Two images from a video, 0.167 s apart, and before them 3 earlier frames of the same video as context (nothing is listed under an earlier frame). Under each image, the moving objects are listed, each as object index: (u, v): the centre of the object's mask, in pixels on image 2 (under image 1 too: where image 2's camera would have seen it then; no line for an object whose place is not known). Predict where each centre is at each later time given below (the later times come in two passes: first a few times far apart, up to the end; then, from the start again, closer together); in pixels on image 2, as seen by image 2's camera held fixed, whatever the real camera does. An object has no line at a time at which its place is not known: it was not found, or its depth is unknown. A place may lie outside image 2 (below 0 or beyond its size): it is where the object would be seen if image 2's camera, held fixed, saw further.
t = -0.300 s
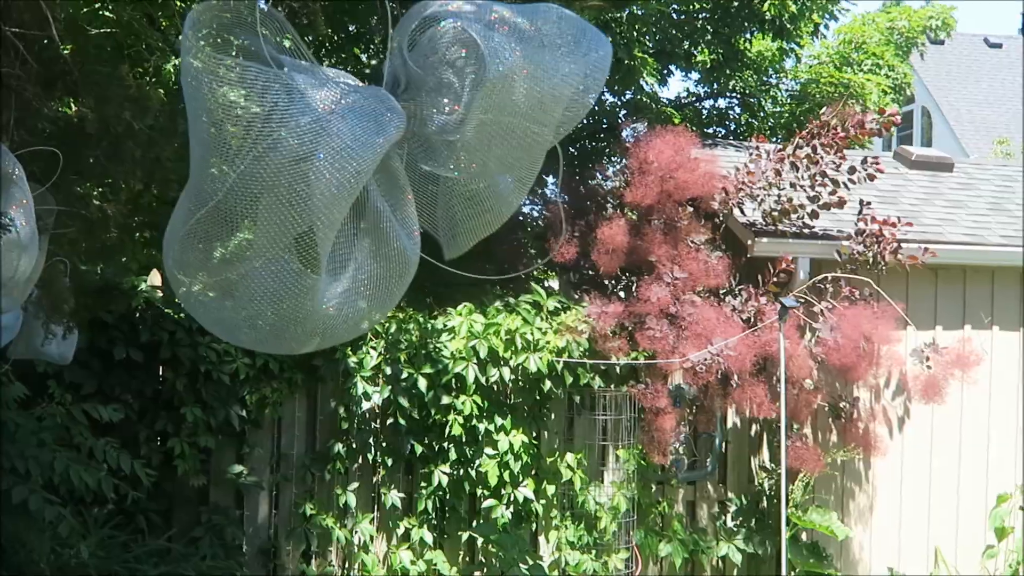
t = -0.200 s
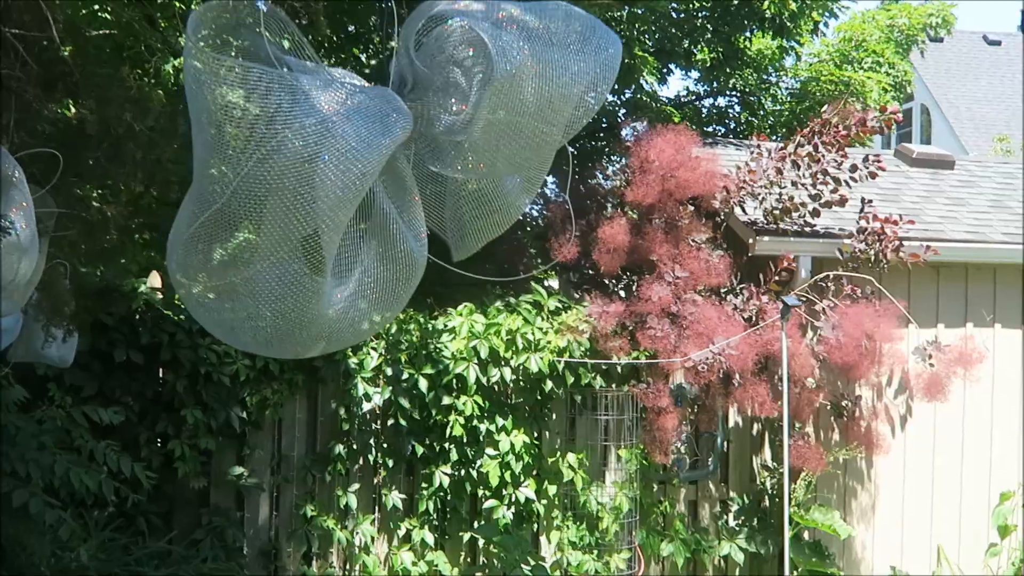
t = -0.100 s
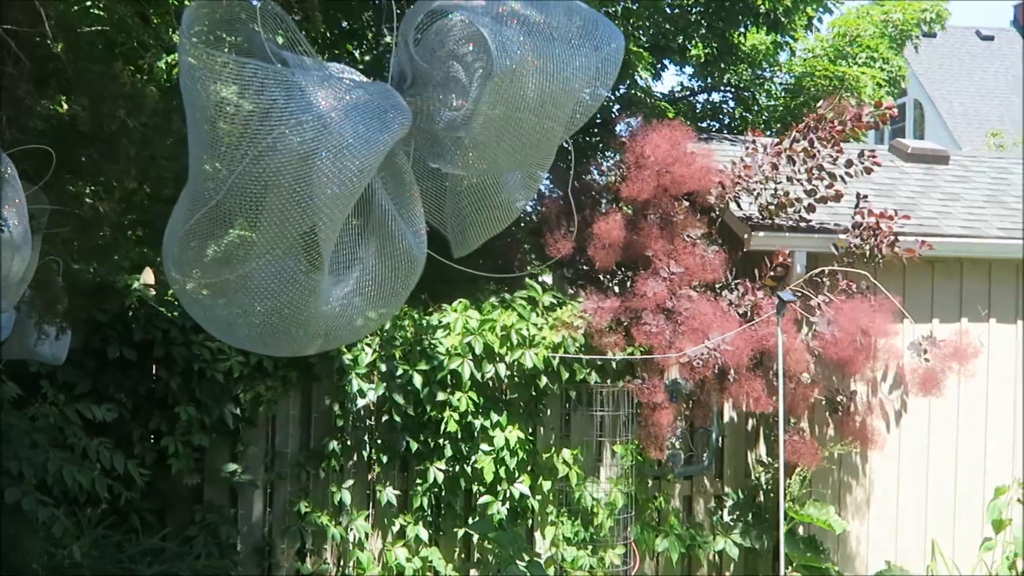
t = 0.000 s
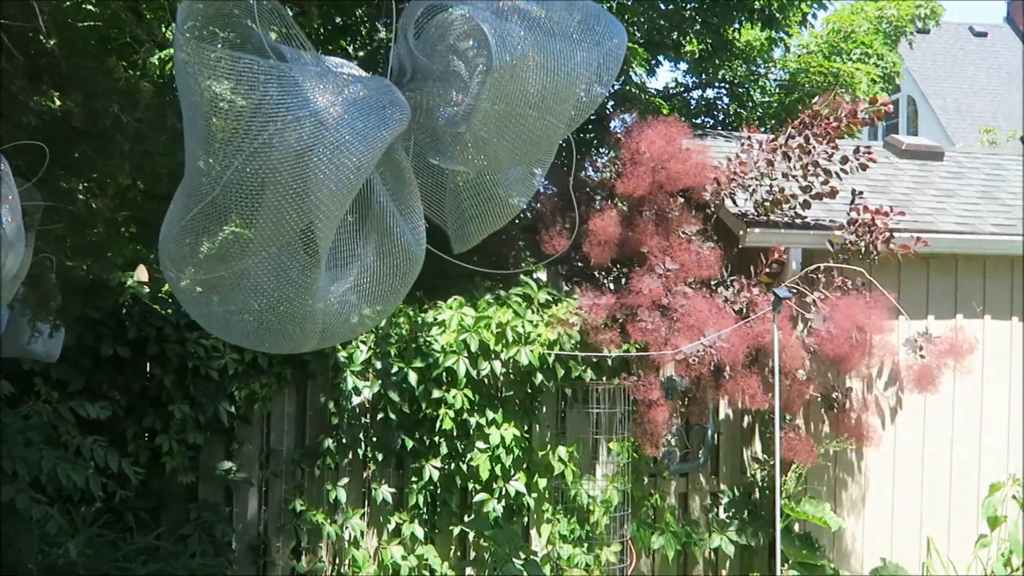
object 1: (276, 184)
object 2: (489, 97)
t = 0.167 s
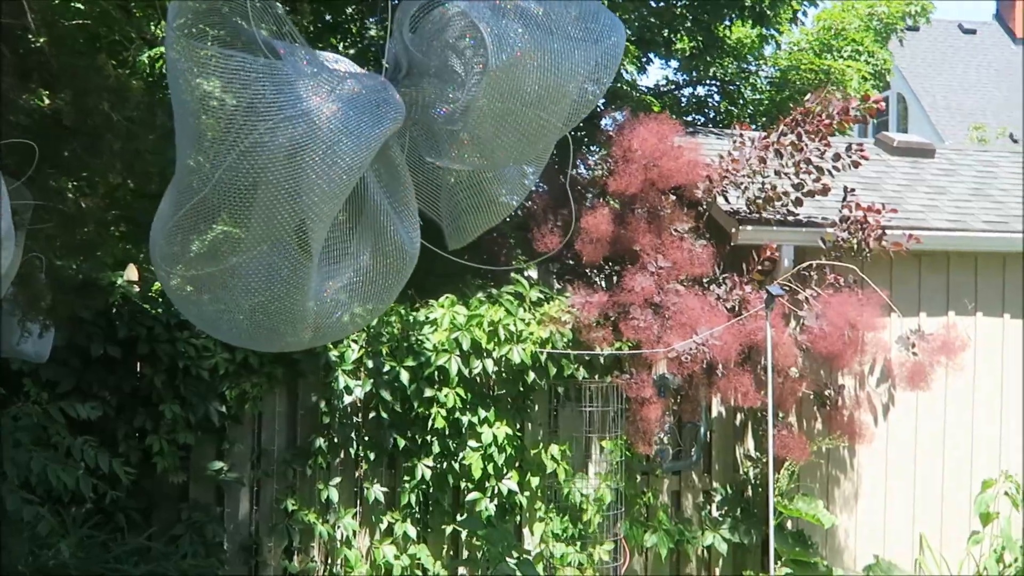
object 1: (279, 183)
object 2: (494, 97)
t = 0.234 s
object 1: (282, 183)
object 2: (498, 98)
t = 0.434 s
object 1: (294, 183)
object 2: (509, 97)
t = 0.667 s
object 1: (307, 184)
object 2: (520, 95)
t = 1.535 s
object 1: (274, 177)
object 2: (490, 92)
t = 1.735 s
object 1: (269, 179)
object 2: (486, 95)
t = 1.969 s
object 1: (266, 176)
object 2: (484, 93)
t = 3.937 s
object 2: (485, 88)
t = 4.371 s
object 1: (256, 174)
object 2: (479, 88)
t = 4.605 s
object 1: (254, 176)
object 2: (477, 93)
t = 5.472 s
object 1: (269, 174)
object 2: (485, 92)
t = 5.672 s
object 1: (274, 177)
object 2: (490, 92)
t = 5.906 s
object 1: (278, 177)
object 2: (493, 91)
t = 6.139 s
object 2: (490, 92)
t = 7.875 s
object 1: (270, 172)
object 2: (485, 90)
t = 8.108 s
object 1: (271, 172)
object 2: (486, 91)
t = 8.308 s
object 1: (268, 172)
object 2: (484, 91)
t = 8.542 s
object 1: (266, 173)
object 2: (481, 92)
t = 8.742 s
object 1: (266, 174)
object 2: (482, 94)
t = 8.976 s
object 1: (267, 174)
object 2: (482, 95)
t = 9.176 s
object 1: (266, 175)
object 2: (481, 95)
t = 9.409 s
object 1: (262, 173)
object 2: (478, 93)
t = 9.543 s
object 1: (258, 172)
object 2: (474, 92)
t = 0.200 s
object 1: (280, 183)
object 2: (495, 98)
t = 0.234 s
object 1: (282, 183)
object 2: (498, 98)
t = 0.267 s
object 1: (284, 182)
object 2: (499, 98)
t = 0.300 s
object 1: (286, 183)
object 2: (501, 98)
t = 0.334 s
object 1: (287, 183)
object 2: (502, 98)
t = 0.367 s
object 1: (290, 183)
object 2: (505, 98)
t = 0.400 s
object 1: (291, 183)
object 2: (506, 98)
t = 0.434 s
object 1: (294, 183)
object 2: (509, 97)
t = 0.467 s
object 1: (296, 183)
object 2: (511, 96)
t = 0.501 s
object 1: (298, 182)
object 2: (513, 95)
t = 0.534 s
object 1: (301, 183)
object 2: (516, 95)
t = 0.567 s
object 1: (306, 184)
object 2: (520, 96)
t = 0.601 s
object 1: (307, 185)
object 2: (521, 96)
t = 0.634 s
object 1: (307, 185)
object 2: (521, 96)
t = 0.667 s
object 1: (307, 184)
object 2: (520, 95)
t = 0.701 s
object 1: (306, 184)
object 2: (519, 94)
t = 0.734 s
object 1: (307, 184)
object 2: (520, 94)
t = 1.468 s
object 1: (279, 176)
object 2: (495, 93)
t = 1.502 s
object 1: (275, 176)
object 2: (491, 92)
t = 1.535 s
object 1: (274, 177)
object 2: (490, 92)
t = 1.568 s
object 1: (274, 177)
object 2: (490, 92)
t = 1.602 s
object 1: (273, 178)
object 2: (489, 92)
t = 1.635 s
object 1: (272, 178)
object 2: (488, 93)
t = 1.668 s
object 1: (272, 178)
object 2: (488, 93)
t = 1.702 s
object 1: (271, 179)
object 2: (488, 94)
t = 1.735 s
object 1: (269, 179)
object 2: (486, 95)
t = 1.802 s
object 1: (265, 179)
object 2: (482, 96)
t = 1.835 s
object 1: (265, 177)
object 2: (482, 95)
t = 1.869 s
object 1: (265, 177)
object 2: (482, 95)
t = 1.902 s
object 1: (265, 177)
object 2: (483, 94)
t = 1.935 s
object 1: (266, 176)
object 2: (484, 94)
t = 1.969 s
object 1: (266, 176)
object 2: (484, 93)
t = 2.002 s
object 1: (266, 176)
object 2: (484, 93)
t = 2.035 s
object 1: (266, 176)
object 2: (484, 92)
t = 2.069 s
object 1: (266, 175)
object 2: (485, 92)
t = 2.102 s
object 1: (266, 175)
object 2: (485, 91)
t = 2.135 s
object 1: (267, 175)
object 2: (485, 90)
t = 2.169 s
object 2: (486, 89)
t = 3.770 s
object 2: (486, 87)
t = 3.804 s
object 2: (486, 88)
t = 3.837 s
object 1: (266, 177)
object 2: (486, 88)
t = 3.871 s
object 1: (266, 176)
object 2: (487, 88)
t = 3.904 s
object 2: (486, 88)
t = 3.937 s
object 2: (485, 88)
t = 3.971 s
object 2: (485, 88)
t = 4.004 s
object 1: (263, 176)
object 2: (485, 88)
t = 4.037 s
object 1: (263, 176)
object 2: (485, 89)
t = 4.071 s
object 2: (484, 89)
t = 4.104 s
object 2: (484, 89)
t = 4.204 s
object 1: (260, 174)
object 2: (483, 88)
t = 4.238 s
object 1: (259, 175)
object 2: (482, 89)
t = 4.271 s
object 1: (258, 175)
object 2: (481, 89)
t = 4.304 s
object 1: (257, 174)
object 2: (481, 89)
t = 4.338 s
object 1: (256, 174)
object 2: (480, 89)
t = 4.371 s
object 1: (256, 174)
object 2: (479, 88)
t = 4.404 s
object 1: (255, 173)
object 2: (479, 88)
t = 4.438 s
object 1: (254, 172)
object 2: (479, 88)
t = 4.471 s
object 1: (254, 175)
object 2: (478, 90)
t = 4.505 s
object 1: (255, 178)
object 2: (479, 94)
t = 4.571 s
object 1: (255, 178)
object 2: (478, 94)
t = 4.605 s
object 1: (254, 176)
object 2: (477, 93)
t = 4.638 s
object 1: (253, 173)
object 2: (476, 91)
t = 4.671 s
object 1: (254, 172)
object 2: (477, 91)
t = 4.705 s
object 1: (254, 172)
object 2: (477, 91)
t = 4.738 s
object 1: (254, 172)
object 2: (477, 91)
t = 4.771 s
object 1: (254, 173)
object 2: (477, 92)
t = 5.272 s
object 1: (261, 174)
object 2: (479, 92)
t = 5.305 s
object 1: (263, 174)
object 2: (481, 93)
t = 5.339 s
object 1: (264, 175)
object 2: (481, 93)
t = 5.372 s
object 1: (265, 174)
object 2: (482, 92)
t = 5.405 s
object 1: (267, 174)
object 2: (484, 92)
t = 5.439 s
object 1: (267, 174)
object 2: (483, 91)
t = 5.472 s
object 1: (269, 174)
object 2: (485, 92)
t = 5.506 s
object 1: (270, 175)
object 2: (486, 92)
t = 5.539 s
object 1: (270, 176)
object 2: (486, 92)
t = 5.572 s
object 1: (271, 176)
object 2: (486, 92)
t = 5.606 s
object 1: (271, 177)
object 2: (487, 92)
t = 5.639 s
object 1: (273, 177)
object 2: (488, 92)
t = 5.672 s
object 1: (274, 177)
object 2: (490, 92)
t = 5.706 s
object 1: (275, 177)
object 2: (490, 92)
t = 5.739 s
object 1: (276, 177)
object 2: (492, 92)
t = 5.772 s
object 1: (277, 178)
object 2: (492, 92)
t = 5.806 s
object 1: (277, 178)
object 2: (492, 92)
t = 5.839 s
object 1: (277, 178)
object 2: (493, 92)
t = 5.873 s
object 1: (277, 177)
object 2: (493, 92)
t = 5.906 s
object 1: (278, 177)
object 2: (493, 91)
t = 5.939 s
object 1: (277, 177)
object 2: (493, 92)
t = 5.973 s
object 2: (492, 91)
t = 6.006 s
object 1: (276, 177)
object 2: (492, 92)
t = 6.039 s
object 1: (276, 177)
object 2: (491, 92)
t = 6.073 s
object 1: (276, 176)
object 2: (492, 92)
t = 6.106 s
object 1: (275, 176)
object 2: (491, 92)
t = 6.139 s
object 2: (490, 92)
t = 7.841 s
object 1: (269, 172)
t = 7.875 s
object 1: (270, 172)
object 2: (485, 90)
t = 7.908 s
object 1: (270, 172)
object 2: (485, 89)
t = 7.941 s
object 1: (270, 172)
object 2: (485, 90)
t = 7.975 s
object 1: (270, 173)
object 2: (485, 90)
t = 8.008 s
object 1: (270, 172)
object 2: (486, 90)
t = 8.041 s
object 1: (271, 172)
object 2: (486, 90)
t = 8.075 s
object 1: (271, 172)
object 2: (486, 91)
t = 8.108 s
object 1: (271, 172)
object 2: (486, 91)
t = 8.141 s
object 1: (270, 173)
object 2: (486, 91)
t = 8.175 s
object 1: (270, 173)
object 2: (486, 91)
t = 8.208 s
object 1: (270, 173)
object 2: (486, 91)
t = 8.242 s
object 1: (269, 173)
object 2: (485, 91)
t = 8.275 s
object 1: (269, 173)
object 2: (485, 91)
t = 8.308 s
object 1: (268, 172)
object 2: (484, 91)
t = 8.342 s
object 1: (268, 172)
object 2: (484, 91)
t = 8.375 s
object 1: (268, 173)
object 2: (483, 91)
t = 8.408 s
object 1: (267, 173)
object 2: (483, 92)
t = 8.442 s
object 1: (267, 173)
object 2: (482, 92)
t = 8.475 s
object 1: (266, 173)
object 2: (482, 92)
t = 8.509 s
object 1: (266, 173)
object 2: (482, 92)
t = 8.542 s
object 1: (266, 173)
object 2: (481, 92)
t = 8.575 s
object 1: (266, 174)
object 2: (481, 93)
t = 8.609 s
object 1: (266, 174)
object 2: (481, 93)
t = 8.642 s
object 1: (266, 174)
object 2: (481, 94)
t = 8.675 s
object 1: (266, 174)
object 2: (482, 94)
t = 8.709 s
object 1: (266, 174)
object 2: (482, 94)
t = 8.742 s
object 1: (266, 174)
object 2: (482, 94)
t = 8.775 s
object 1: (266, 174)
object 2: (482, 94)
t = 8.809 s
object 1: (266, 174)
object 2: (482, 95)
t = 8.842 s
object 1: (267, 175)
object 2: (482, 95)
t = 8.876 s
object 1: (267, 175)
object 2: (482, 95)
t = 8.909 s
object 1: (267, 174)
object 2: (482, 95)
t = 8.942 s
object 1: (267, 174)
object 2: (482, 95)
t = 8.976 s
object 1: (267, 174)
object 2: (482, 95)
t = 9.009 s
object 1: (267, 174)
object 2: (482, 95)
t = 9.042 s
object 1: (267, 174)
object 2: (482, 95)
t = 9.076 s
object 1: (266, 174)
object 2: (481, 95)
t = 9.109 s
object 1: (266, 174)
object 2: (481, 95)
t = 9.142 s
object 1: (266, 174)
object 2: (481, 95)
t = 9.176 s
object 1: (266, 175)
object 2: (481, 95)
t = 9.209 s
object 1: (265, 174)
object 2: (481, 95)
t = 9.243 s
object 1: (265, 174)
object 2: (481, 95)
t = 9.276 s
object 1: (264, 174)
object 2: (480, 95)
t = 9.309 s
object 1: (264, 174)
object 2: (479, 94)
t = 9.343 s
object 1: (263, 173)
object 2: (479, 94)
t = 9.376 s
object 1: (263, 173)
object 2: (478, 94)
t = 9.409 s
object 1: (262, 173)
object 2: (478, 93)
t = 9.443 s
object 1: (261, 172)
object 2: (476, 93)
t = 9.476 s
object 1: (260, 172)
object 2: (476, 93)
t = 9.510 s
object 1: (259, 172)
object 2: (475, 92)
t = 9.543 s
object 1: (258, 172)
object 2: (474, 92)
